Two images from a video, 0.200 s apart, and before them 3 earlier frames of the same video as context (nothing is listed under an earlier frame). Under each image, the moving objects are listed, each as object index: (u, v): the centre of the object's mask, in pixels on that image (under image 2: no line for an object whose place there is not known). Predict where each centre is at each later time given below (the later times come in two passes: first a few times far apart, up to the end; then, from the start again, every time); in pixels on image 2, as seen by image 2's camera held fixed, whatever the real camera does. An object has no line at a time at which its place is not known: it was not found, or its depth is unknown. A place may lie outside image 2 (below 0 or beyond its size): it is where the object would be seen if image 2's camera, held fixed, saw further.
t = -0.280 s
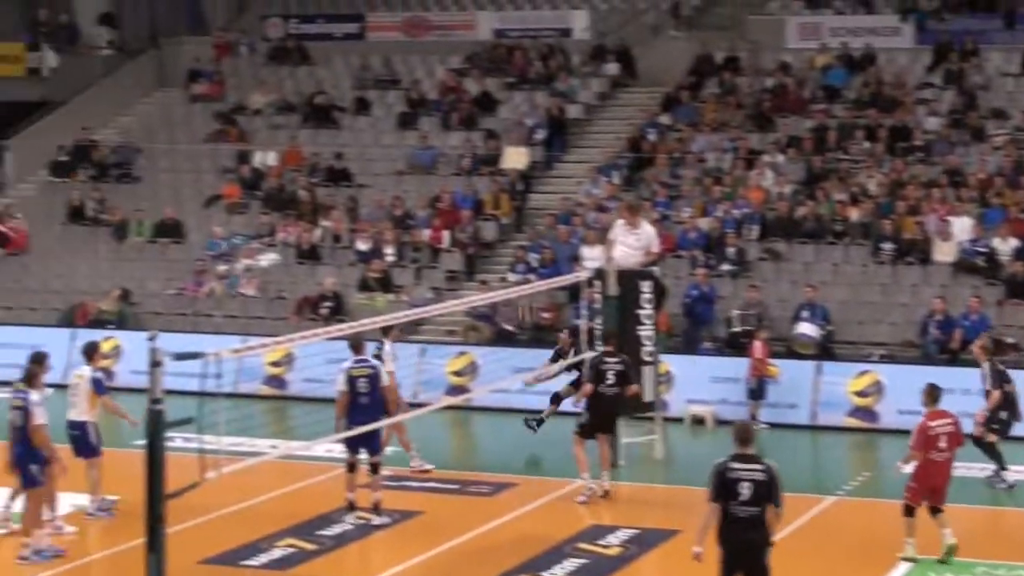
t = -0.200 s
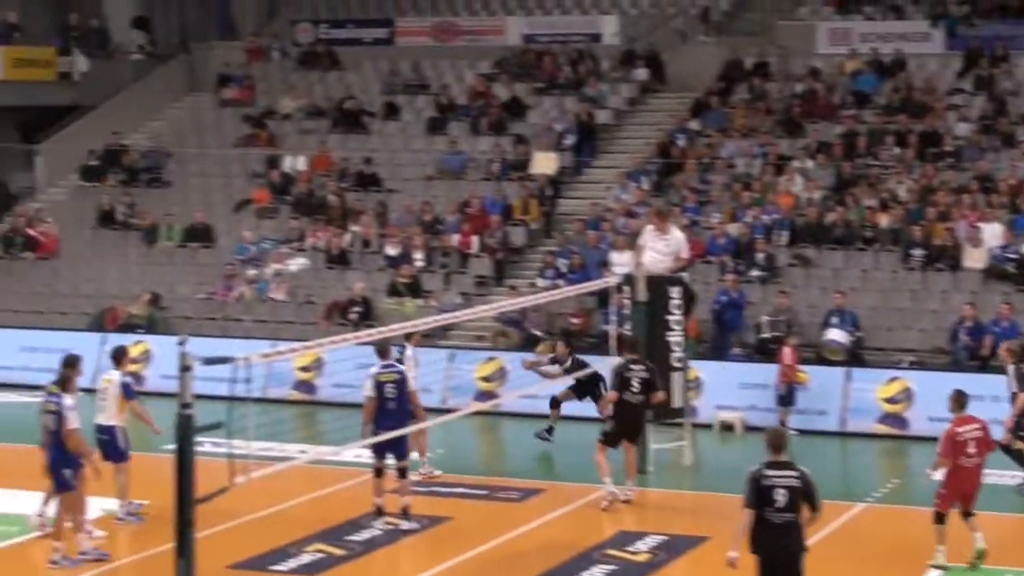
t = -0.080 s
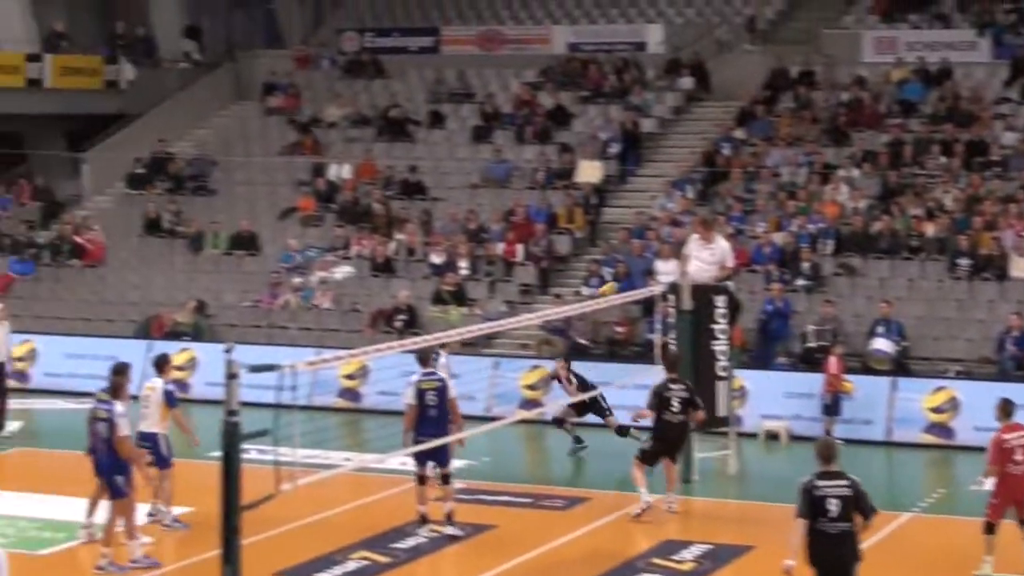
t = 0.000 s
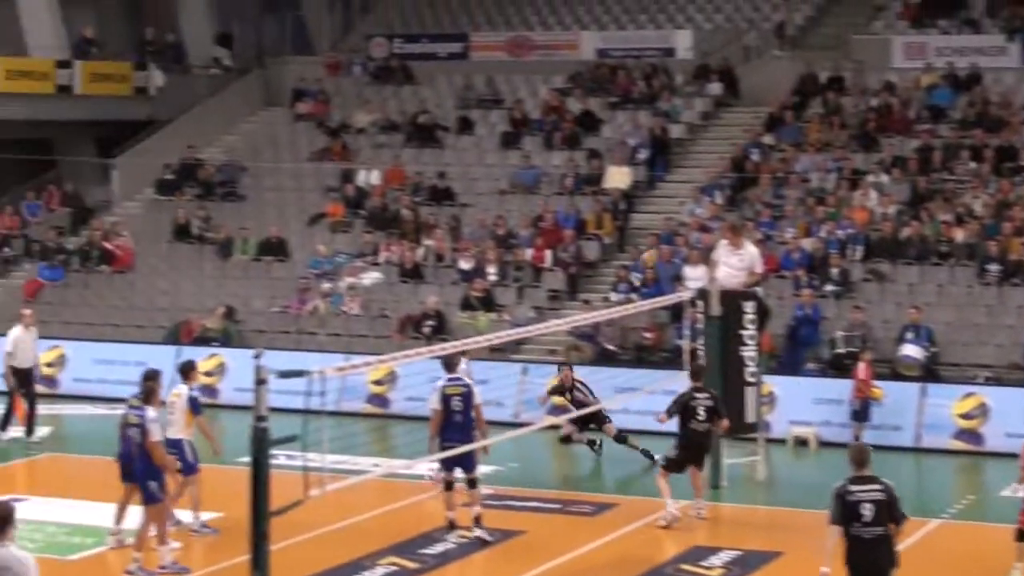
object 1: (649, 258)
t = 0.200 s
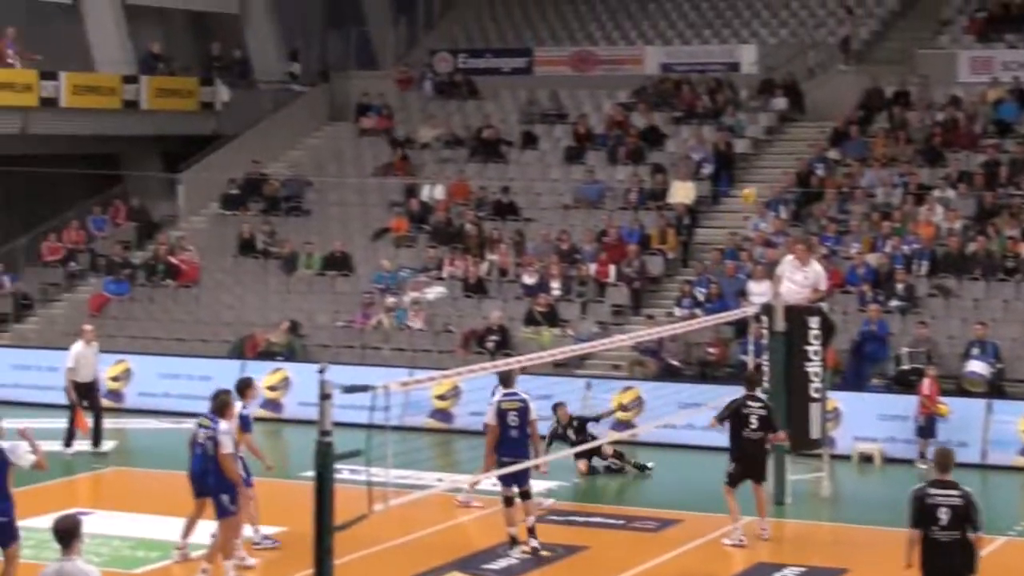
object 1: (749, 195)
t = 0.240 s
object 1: (755, 182)
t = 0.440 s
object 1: (793, 140)
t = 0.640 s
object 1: (833, 132)
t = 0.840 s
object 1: (871, 155)
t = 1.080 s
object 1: (918, 230)
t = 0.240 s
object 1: (755, 182)
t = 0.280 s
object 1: (765, 168)
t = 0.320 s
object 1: (773, 162)
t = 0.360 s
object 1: (779, 154)
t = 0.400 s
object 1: (786, 147)
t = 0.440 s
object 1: (793, 140)
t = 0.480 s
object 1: (802, 136)
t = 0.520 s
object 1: (811, 134)
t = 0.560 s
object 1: (817, 133)
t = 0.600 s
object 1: (824, 131)
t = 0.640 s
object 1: (833, 132)
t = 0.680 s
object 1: (841, 134)
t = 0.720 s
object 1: (849, 138)
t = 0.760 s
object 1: (856, 143)
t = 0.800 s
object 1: (864, 149)
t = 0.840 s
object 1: (871, 155)
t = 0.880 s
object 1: (880, 164)
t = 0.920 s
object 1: (888, 177)
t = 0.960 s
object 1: (894, 187)
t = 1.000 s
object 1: (902, 199)
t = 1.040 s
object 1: (910, 214)
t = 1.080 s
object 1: (918, 230)
